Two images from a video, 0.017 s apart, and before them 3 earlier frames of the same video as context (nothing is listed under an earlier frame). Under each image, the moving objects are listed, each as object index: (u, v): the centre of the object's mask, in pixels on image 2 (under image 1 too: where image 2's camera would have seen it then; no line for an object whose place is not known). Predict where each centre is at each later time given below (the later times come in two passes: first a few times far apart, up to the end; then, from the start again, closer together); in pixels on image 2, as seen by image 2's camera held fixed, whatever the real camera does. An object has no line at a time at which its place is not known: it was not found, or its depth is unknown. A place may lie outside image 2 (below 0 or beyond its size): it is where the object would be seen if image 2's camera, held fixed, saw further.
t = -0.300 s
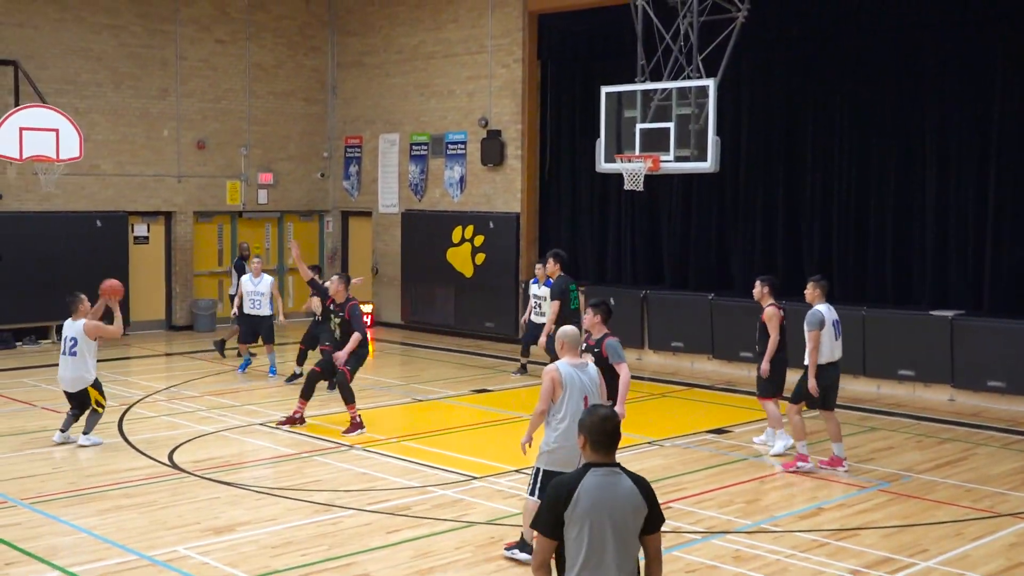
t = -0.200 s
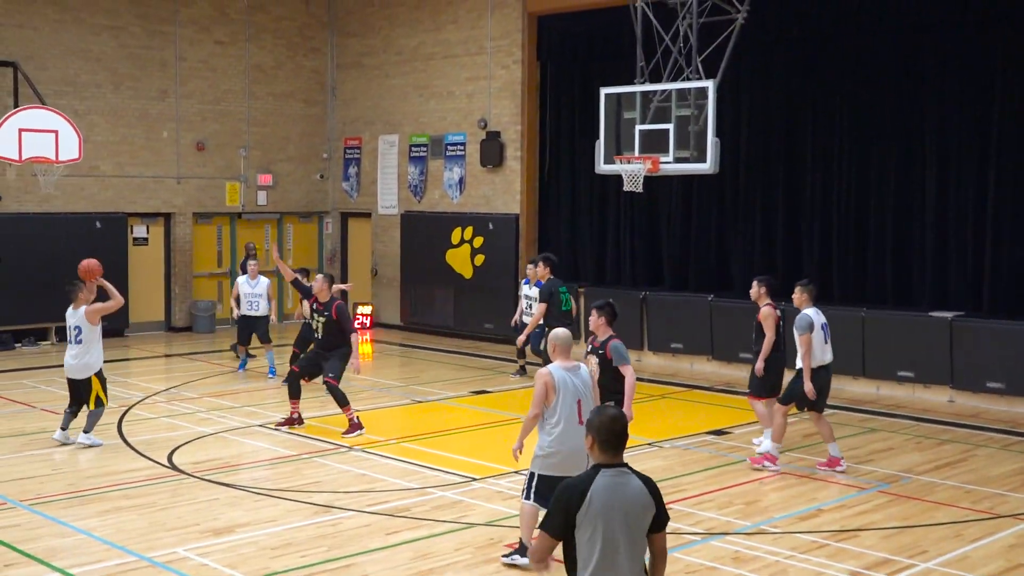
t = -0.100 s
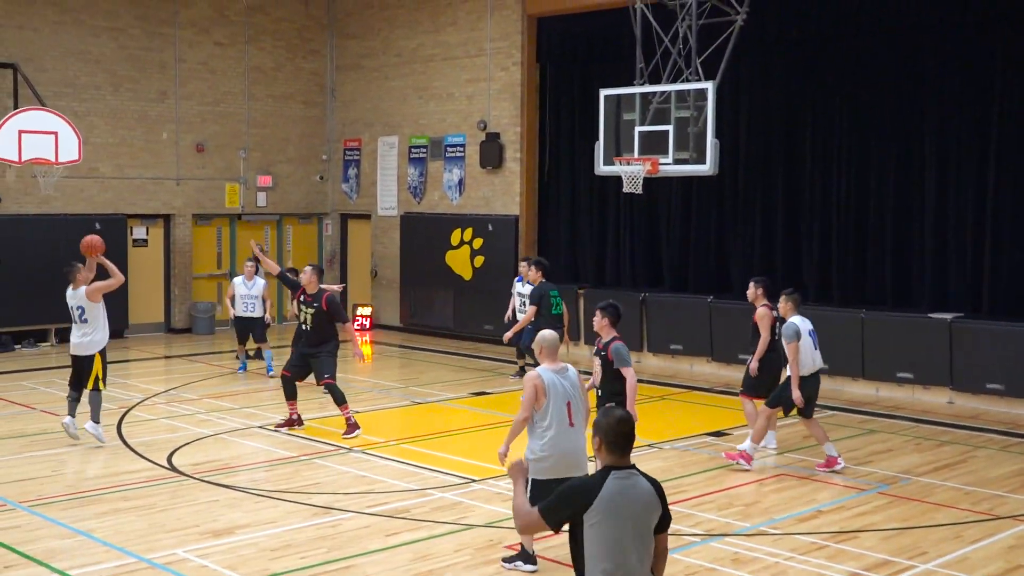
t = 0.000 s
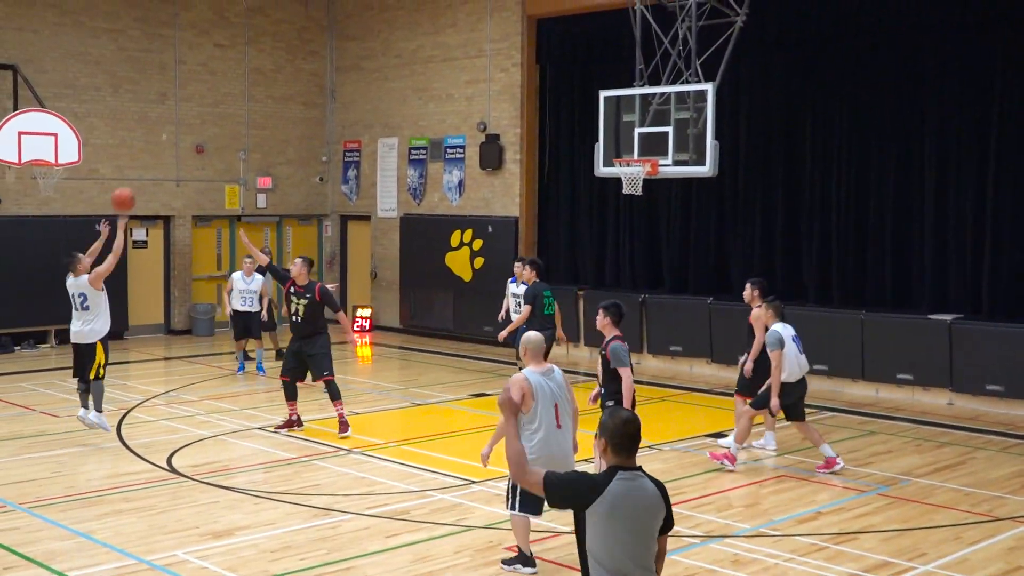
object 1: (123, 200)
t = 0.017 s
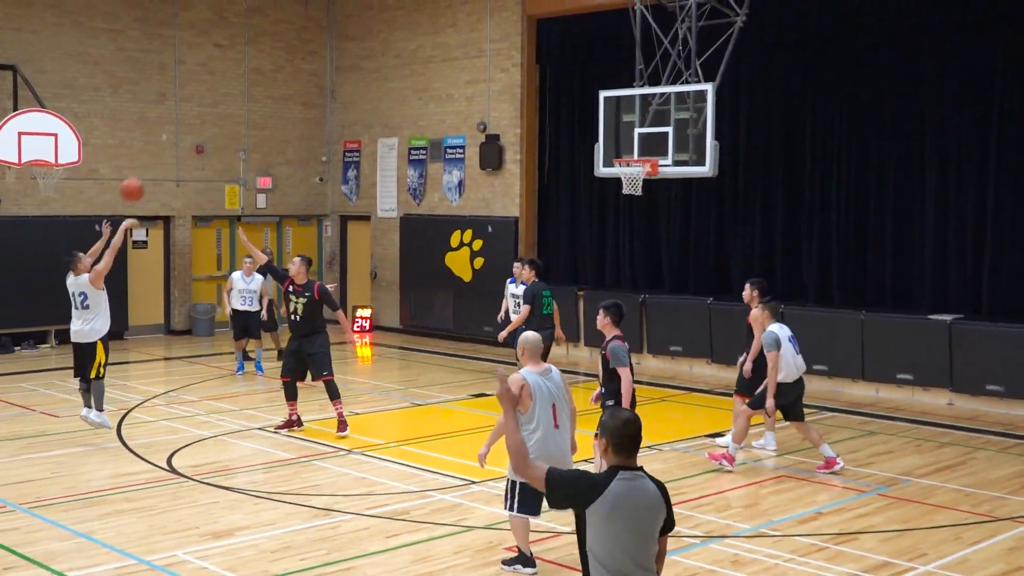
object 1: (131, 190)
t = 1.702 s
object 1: (618, 219)
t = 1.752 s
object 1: (613, 233)
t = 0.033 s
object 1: (141, 179)
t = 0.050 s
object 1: (149, 169)
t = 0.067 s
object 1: (158, 160)
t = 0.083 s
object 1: (166, 151)
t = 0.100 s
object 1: (174, 142)
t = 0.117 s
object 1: (182, 133)
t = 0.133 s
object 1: (190, 124)
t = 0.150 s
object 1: (197, 117)
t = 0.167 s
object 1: (205, 110)
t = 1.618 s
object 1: (623, 200)
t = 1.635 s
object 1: (622, 203)
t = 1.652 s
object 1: (621, 207)
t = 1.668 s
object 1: (620, 211)
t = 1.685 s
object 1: (619, 215)
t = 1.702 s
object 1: (618, 219)
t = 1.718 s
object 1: (616, 223)
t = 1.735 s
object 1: (614, 228)
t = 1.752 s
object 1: (613, 233)
